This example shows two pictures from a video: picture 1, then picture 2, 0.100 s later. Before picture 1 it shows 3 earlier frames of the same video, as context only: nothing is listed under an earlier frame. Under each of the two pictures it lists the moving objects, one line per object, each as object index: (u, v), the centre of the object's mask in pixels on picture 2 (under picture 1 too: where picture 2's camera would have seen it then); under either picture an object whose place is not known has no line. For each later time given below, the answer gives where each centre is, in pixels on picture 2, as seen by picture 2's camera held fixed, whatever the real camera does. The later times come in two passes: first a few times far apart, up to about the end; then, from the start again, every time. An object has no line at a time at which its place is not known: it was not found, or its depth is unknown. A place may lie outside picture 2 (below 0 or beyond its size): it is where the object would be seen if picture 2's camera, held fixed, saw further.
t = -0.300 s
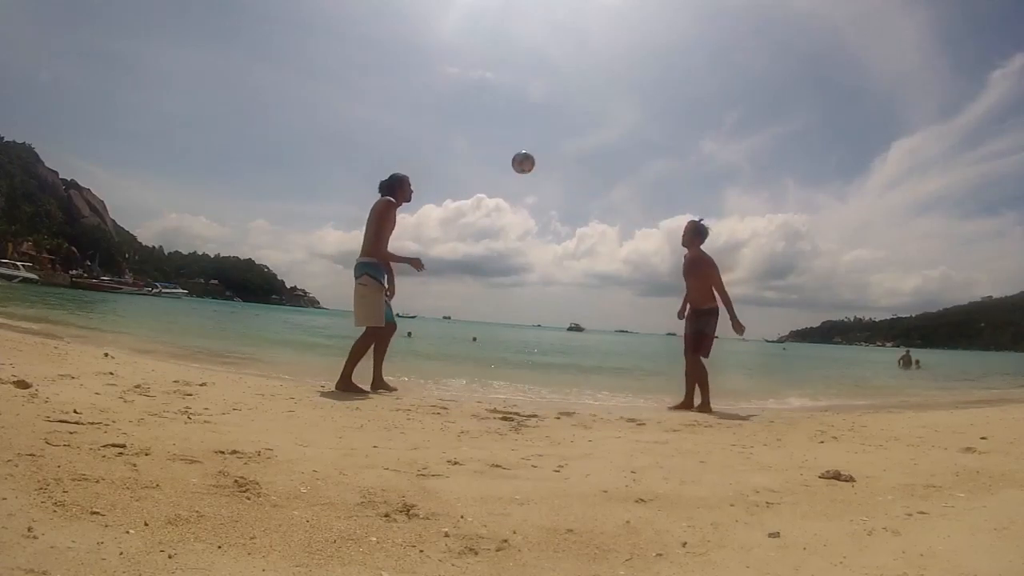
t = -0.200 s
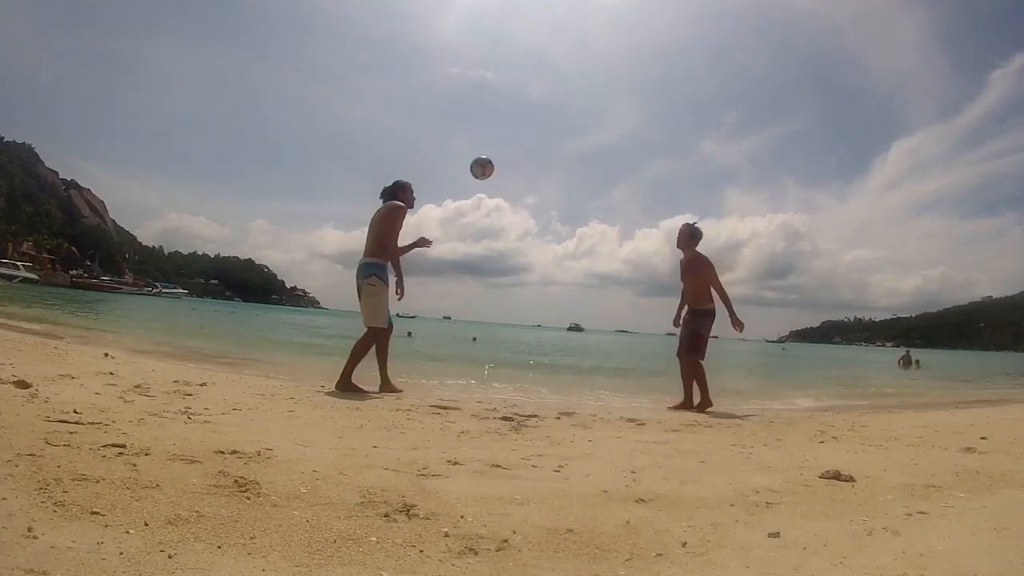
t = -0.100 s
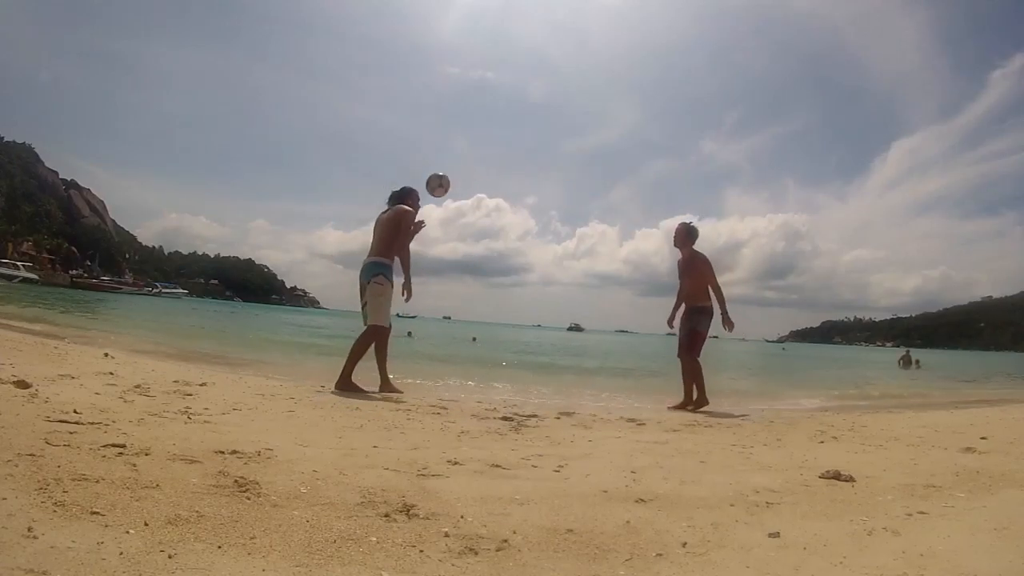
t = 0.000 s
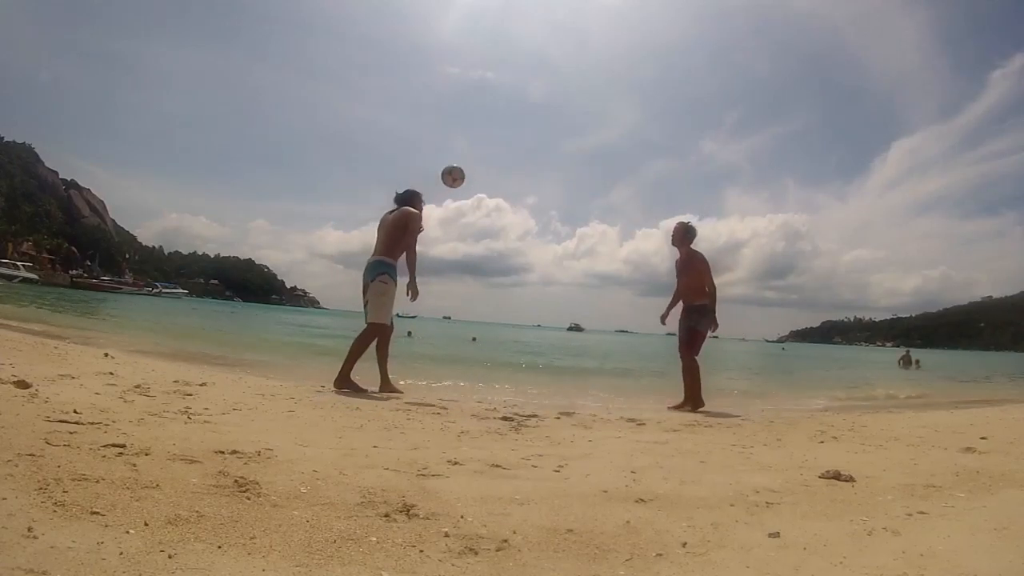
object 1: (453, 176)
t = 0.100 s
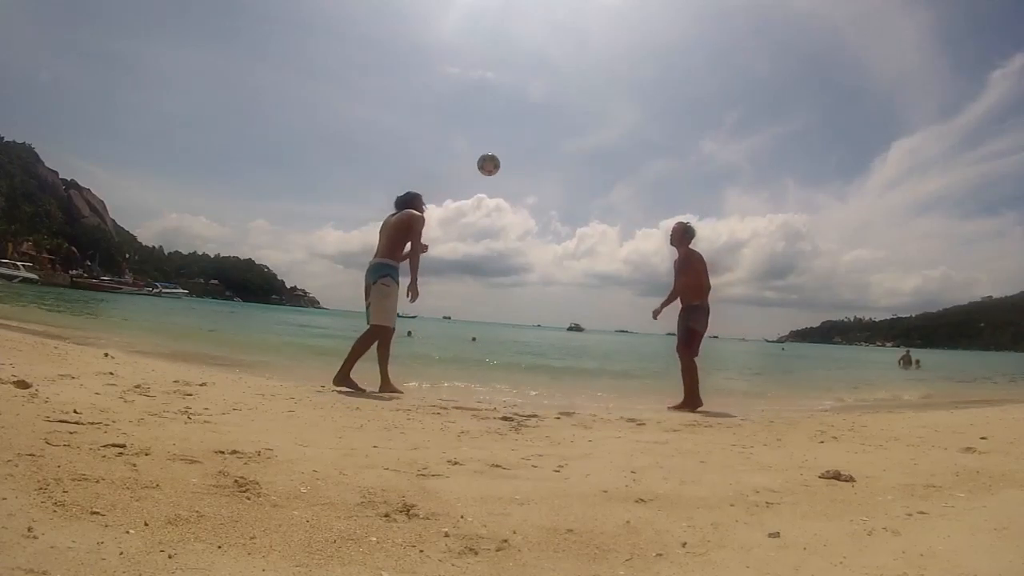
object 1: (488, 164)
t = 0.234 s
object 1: (531, 165)
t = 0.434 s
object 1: (587, 196)
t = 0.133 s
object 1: (499, 163)
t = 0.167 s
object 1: (510, 162)
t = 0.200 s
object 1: (521, 163)
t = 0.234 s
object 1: (531, 165)
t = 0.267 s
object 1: (541, 167)
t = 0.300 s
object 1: (550, 171)
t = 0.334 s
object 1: (560, 176)
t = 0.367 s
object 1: (569, 182)
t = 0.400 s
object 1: (578, 188)
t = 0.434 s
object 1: (587, 196)
